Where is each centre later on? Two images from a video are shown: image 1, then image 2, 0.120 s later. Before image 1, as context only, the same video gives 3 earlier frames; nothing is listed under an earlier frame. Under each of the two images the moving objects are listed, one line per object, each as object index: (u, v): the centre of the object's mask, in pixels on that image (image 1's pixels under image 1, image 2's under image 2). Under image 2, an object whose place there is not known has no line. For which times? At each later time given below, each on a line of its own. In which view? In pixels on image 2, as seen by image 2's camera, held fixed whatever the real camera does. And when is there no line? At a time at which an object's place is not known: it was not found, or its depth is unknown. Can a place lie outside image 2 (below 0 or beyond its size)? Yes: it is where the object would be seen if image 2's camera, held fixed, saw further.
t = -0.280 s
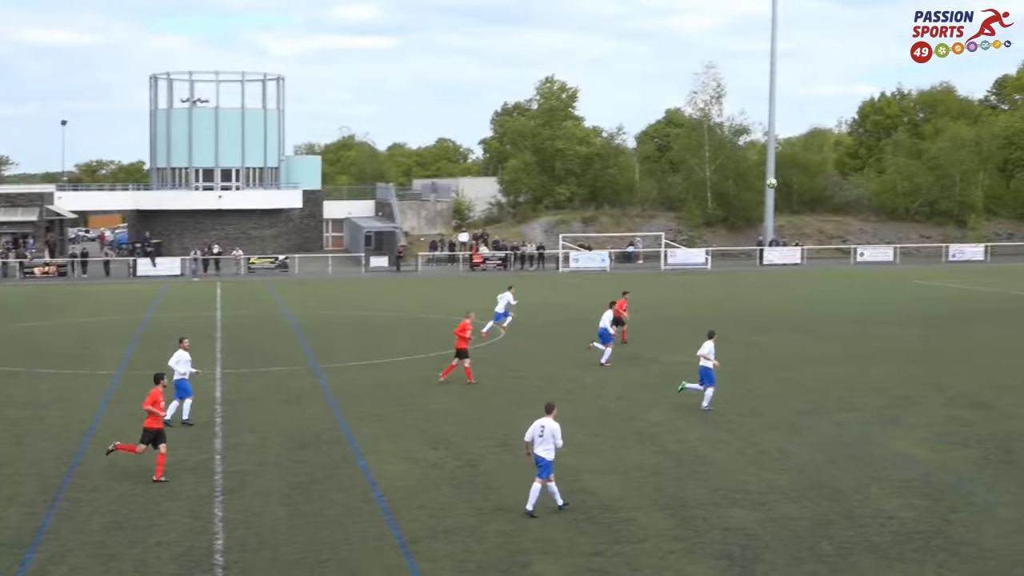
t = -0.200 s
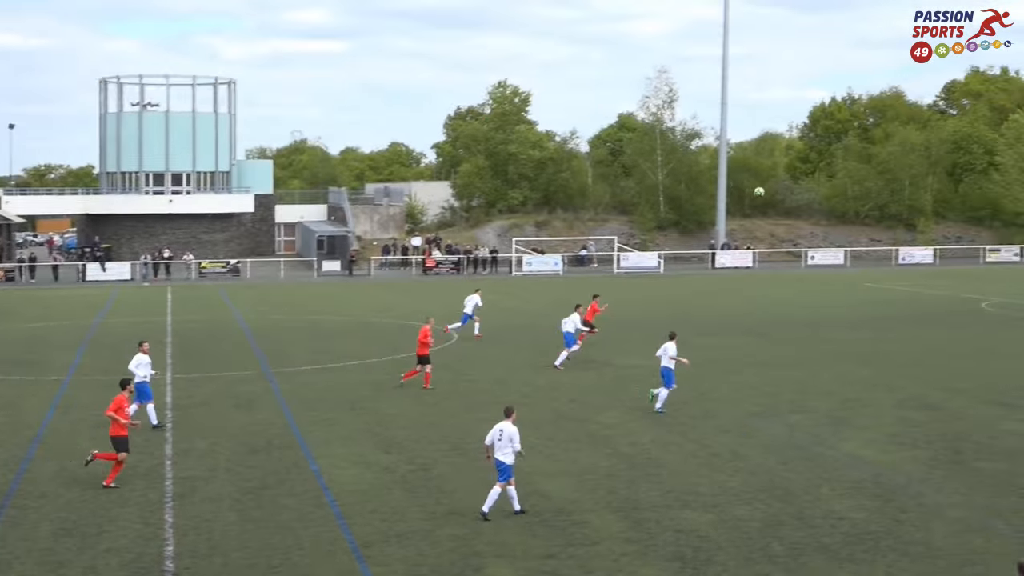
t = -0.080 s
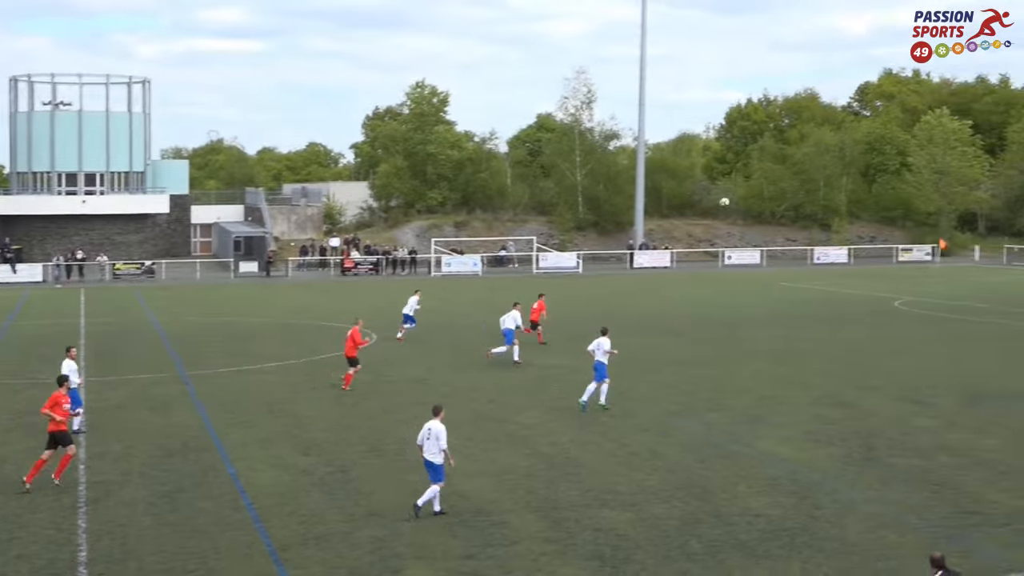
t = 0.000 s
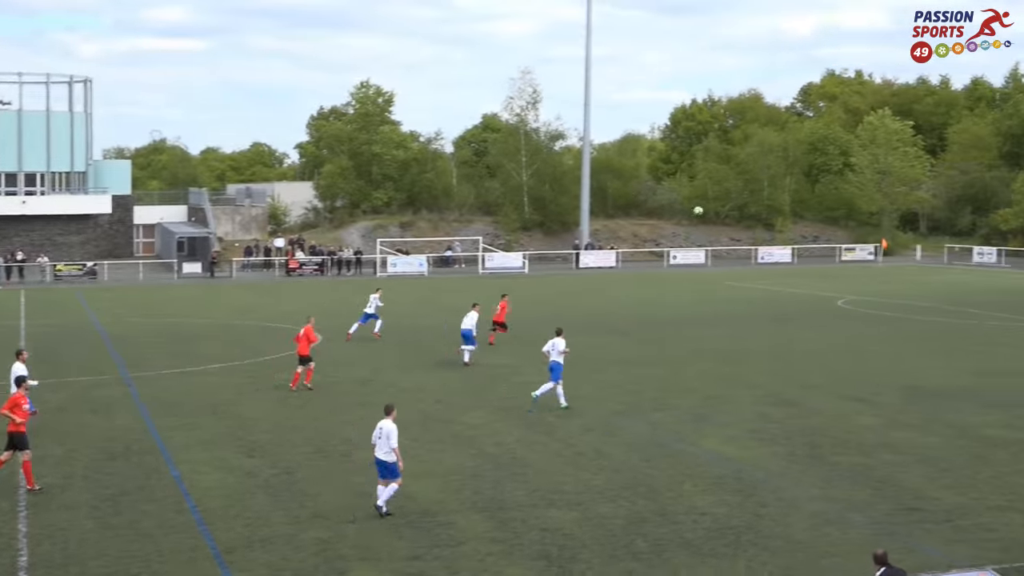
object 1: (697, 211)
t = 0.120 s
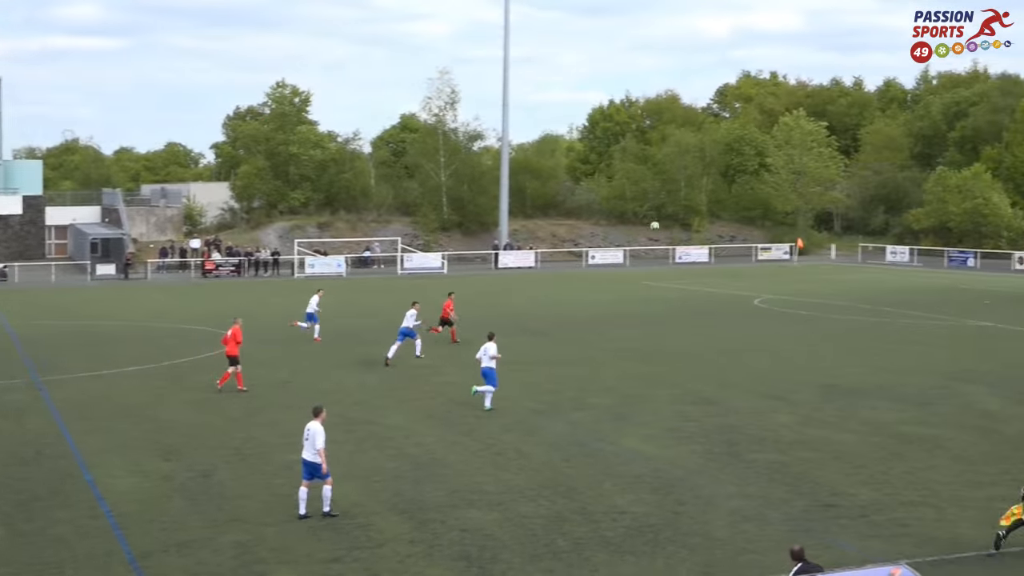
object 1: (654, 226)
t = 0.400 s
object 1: (731, 272)
